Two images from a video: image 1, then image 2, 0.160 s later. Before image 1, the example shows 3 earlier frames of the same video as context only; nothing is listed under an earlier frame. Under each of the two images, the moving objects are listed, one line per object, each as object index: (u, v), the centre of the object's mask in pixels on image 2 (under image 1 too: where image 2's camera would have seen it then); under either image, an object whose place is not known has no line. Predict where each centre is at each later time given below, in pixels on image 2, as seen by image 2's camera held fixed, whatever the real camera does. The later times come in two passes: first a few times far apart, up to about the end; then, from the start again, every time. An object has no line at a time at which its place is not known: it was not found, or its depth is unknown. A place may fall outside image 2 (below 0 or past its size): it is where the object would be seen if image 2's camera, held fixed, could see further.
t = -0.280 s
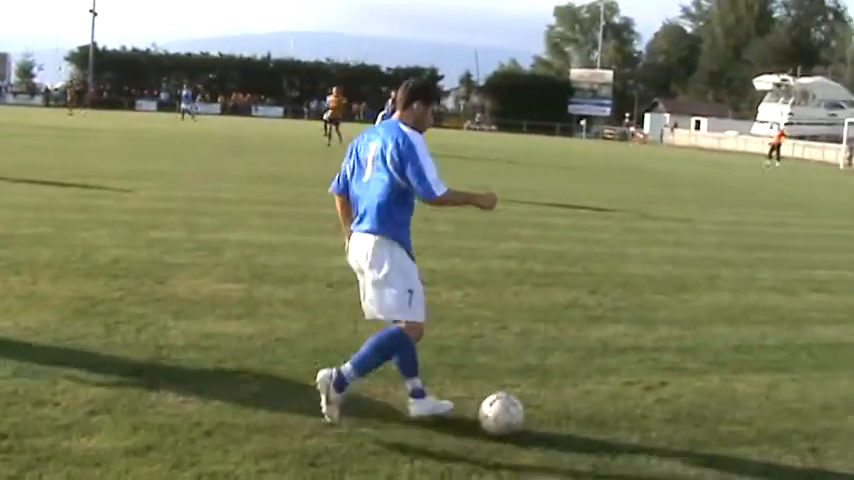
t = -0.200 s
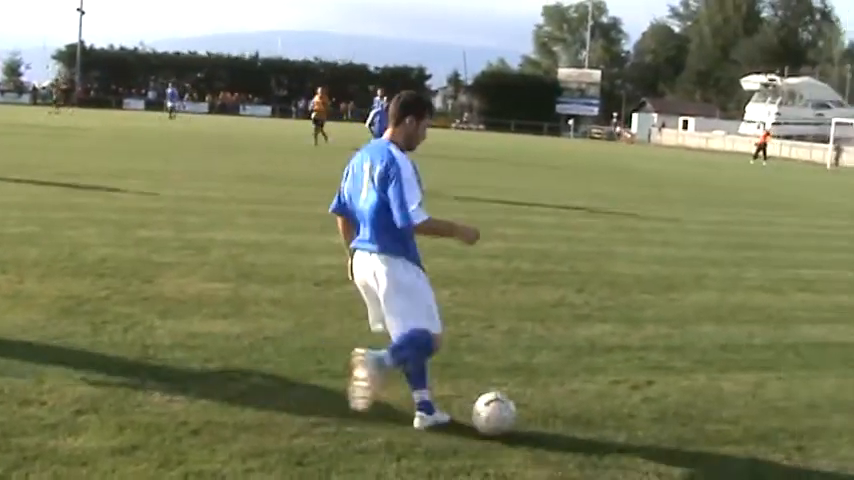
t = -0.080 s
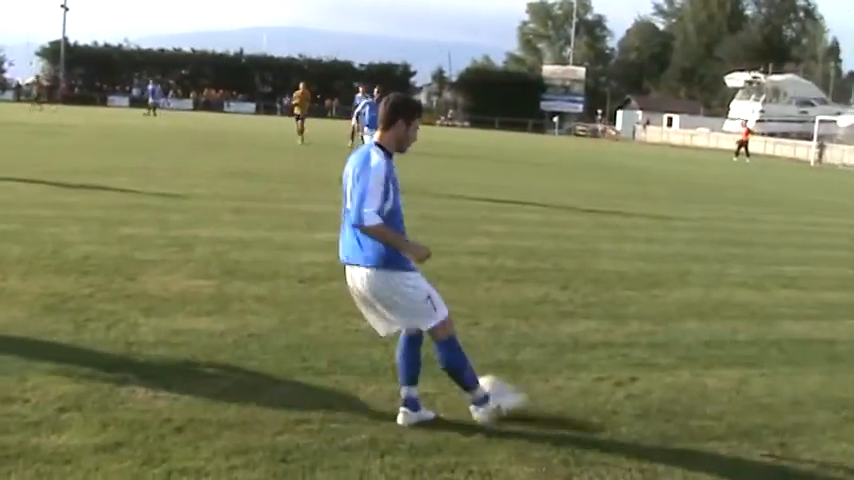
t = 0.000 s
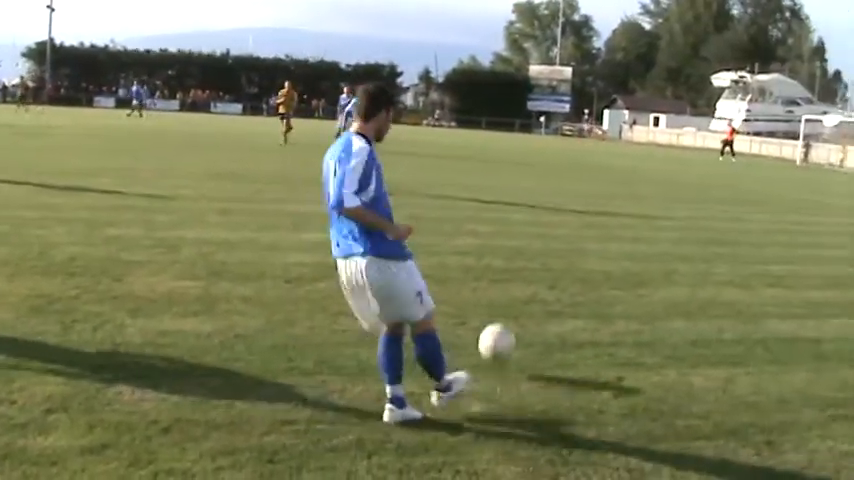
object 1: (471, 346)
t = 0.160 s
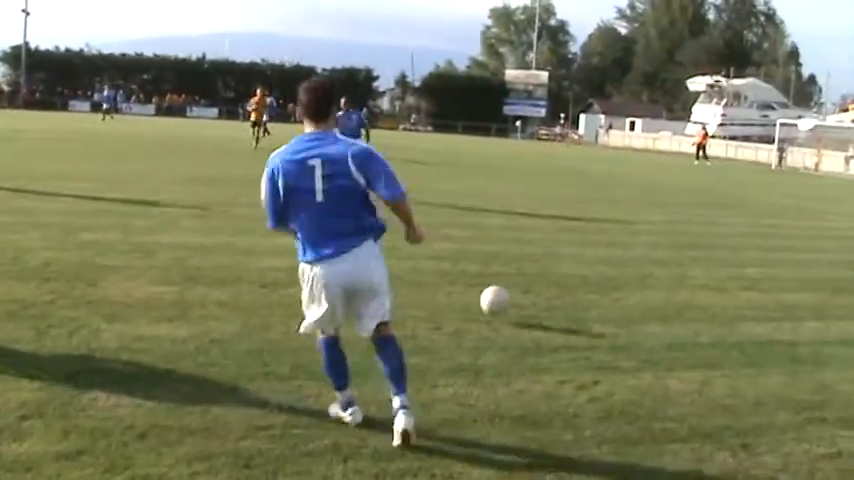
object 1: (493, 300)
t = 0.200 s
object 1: (497, 297)
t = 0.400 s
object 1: (510, 252)
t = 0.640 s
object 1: (518, 247)
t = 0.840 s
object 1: (523, 231)
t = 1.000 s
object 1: (523, 227)
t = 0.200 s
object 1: (497, 297)
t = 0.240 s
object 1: (500, 291)
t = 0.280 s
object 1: (503, 277)
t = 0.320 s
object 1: (507, 266)
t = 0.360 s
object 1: (509, 258)
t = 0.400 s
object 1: (510, 252)
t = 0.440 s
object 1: (512, 249)
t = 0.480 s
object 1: (513, 249)
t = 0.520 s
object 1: (515, 249)
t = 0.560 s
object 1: (515, 251)
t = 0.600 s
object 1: (515, 254)
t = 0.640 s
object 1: (518, 247)
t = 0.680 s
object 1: (518, 241)
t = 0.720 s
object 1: (520, 236)
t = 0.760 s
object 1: (521, 233)
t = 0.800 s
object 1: (522, 231)
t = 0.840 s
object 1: (523, 231)
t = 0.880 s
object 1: (523, 233)
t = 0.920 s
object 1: (523, 236)
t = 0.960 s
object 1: (524, 233)
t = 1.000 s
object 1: (523, 227)
